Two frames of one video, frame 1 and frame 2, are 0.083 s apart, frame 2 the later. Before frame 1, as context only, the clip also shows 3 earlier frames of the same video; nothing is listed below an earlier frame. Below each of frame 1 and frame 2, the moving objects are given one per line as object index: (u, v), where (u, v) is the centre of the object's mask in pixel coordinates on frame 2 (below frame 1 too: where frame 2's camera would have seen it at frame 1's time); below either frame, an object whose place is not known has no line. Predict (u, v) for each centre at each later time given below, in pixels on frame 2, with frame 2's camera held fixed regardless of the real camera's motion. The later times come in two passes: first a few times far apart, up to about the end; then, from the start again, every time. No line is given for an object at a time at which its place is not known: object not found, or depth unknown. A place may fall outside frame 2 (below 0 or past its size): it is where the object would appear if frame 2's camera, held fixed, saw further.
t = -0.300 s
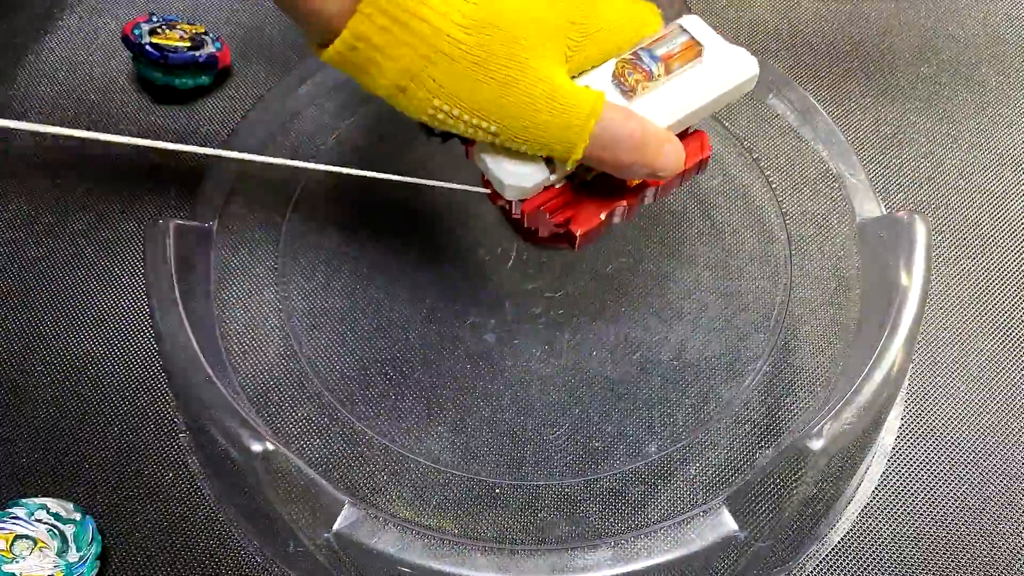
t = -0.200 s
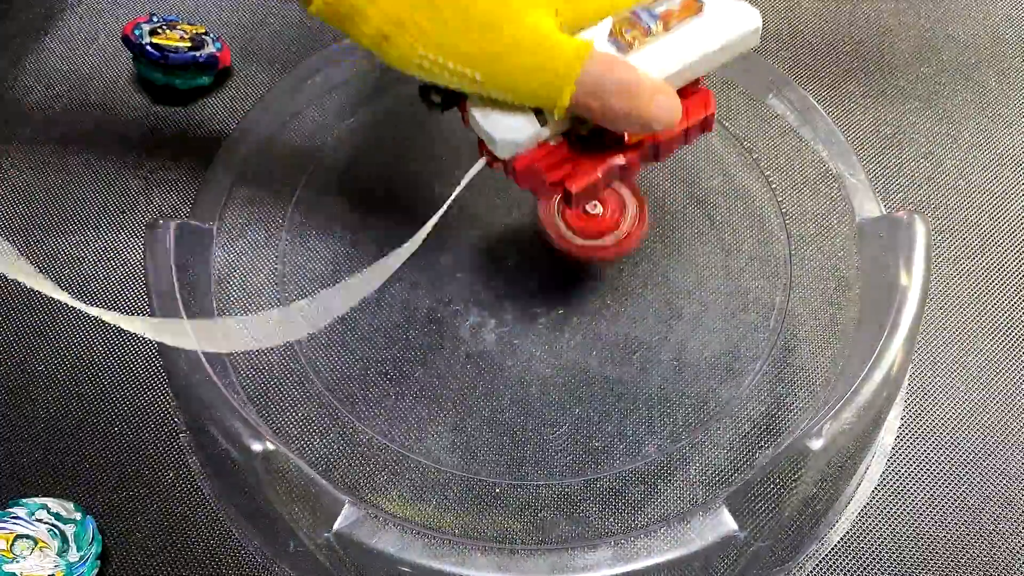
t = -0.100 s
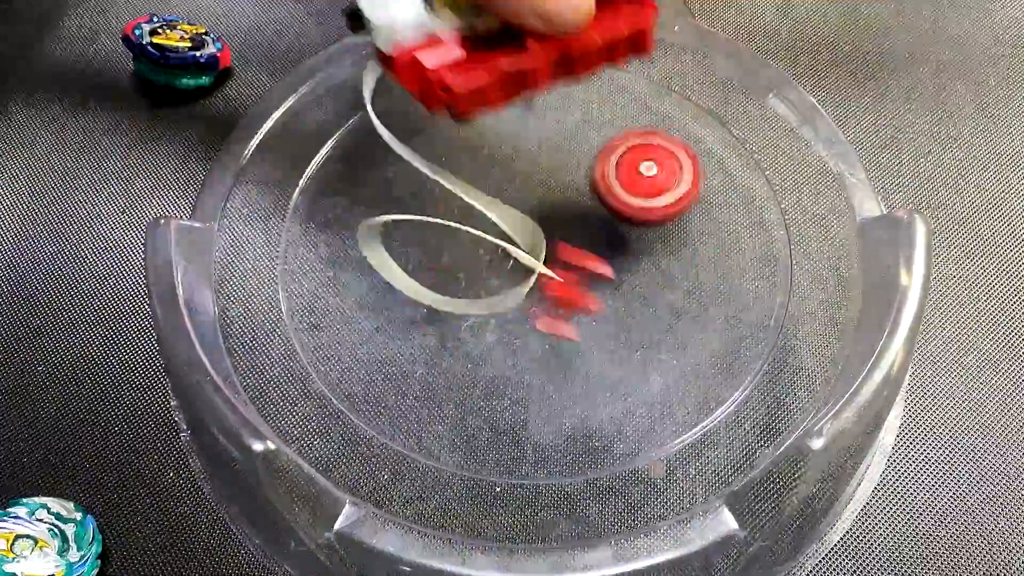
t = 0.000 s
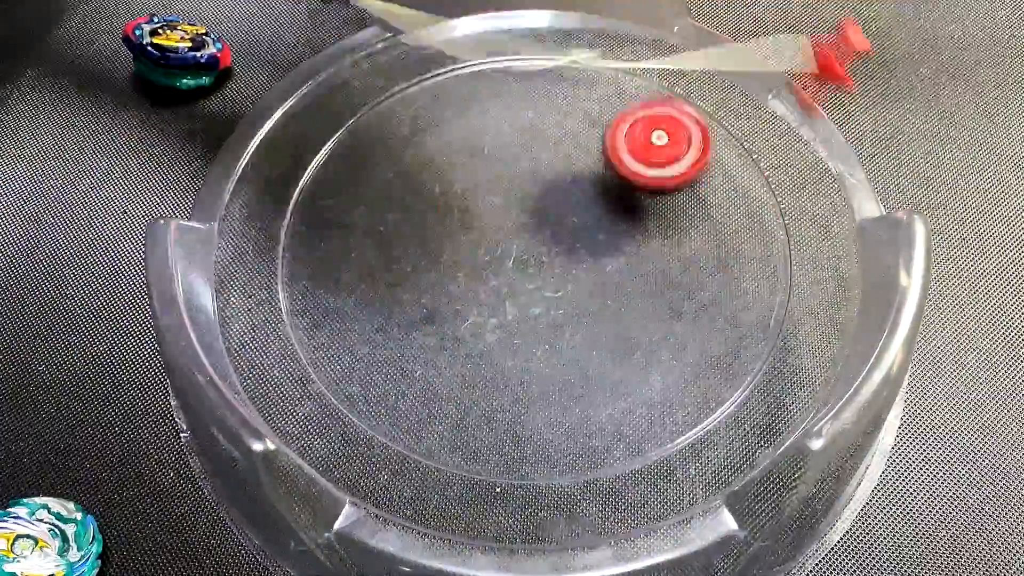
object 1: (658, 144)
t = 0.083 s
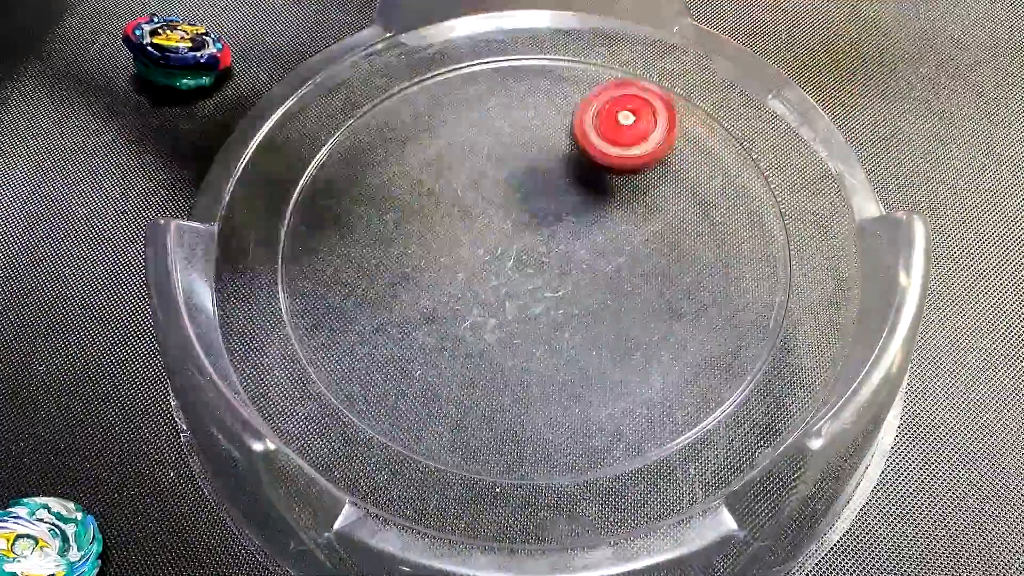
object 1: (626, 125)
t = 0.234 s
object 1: (539, 125)
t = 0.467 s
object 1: (498, 236)
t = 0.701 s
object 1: (625, 266)
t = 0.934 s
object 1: (632, 192)
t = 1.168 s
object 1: (524, 208)
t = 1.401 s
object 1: (524, 298)
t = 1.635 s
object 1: (587, 289)
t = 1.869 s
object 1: (557, 239)
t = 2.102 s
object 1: (489, 245)
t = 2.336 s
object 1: (483, 276)
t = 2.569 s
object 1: (513, 263)
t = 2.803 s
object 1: (513, 220)
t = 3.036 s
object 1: (492, 212)
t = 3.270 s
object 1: (500, 213)
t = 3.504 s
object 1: (520, 213)
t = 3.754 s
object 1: (532, 206)
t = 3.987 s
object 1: (546, 209)
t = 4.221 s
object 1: (557, 216)
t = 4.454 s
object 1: (566, 224)
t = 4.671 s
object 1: (567, 233)
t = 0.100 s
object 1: (618, 122)
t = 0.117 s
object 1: (607, 121)
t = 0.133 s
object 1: (598, 119)
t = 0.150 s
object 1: (588, 118)
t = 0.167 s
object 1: (576, 118)
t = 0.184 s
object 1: (567, 118)
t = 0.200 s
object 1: (558, 119)
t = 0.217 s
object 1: (547, 122)
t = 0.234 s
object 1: (539, 125)
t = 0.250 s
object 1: (530, 130)
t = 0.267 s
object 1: (521, 135)
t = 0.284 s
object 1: (515, 140)
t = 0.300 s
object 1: (508, 148)
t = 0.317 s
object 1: (502, 156)
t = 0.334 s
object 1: (497, 164)
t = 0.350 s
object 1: (493, 173)
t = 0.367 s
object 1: (490, 182)
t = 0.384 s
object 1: (489, 191)
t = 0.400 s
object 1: (489, 201)
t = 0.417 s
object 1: (489, 210)
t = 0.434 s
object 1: (491, 219)
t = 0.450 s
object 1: (494, 228)
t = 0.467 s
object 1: (498, 236)
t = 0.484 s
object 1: (504, 245)
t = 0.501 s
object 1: (512, 253)
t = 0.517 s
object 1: (520, 261)
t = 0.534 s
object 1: (529, 266)
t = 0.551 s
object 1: (538, 272)
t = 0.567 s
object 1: (548, 275)
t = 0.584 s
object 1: (558, 278)
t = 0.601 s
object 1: (568, 280)
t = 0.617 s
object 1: (579, 280)
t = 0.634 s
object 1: (589, 279)
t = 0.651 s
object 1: (599, 277)
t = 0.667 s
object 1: (608, 275)
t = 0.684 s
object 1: (617, 272)
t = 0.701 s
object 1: (625, 266)
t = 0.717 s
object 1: (633, 262)
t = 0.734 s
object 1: (640, 256)
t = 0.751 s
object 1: (645, 251)
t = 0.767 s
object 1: (648, 245)
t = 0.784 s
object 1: (651, 239)
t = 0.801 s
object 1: (652, 233)
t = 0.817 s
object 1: (653, 228)
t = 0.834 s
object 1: (653, 221)
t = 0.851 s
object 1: (651, 216)
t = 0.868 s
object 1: (649, 209)
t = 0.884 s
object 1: (646, 204)
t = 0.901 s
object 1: (641, 200)
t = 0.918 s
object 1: (637, 196)
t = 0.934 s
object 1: (632, 192)
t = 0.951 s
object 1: (626, 189)
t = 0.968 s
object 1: (618, 186)
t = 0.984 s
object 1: (610, 184)
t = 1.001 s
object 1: (603, 182)
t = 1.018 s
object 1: (595, 182)
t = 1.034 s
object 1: (585, 182)
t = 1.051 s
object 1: (577, 183)
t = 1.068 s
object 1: (569, 185)
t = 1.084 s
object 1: (561, 187)
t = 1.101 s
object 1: (552, 190)
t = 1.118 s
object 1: (543, 194)
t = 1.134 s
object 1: (537, 198)
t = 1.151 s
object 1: (529, 203)
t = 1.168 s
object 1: (524, 208)
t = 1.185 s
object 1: (518, 215)
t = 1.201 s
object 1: (513, 221)
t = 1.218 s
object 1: (509, 228)
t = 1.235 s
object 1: (507, 235)
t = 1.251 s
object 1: (505, 243)
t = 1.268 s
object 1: (504, 250)
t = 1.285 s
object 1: (504, 258)
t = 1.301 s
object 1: (505, 265)
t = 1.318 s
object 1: (506, 272)
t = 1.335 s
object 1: (508, 278)
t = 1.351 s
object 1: (511, 284)
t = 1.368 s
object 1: (515, 290)
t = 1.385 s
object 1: (520, 294)
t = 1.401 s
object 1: (524, 298)
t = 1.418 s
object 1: (529, 300)
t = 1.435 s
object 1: (535, 303)
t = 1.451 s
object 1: (541, 303)
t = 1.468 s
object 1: (546, 305)
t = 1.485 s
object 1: (552, 305)
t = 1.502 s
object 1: (558, 305)
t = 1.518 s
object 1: (563, 304)
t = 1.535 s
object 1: (569, 303)
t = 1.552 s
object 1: (573, 302)
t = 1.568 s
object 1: (577, 300)
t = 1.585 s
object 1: (580, 298)
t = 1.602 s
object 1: (583, 296)
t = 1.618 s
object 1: (585, 292)
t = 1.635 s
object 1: (587, 289)
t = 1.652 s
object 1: (588, 286)
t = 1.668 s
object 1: (589, 282)
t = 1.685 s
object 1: (589, 278)
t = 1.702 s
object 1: (589, 275)
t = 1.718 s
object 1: (587, 270)
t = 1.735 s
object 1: (586, 267)
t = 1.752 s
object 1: (584, 263)
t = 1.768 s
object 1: (581, 260)
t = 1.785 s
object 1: (579, 255)
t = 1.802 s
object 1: (576, 251)
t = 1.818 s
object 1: (572, 248)
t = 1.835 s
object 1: (567, 244)
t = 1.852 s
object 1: (562, 242)
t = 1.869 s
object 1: (557, 239)
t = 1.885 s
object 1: (551, 236)
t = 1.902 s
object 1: (545, 233)
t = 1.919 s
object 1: (539, 232)
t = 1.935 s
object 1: (534, 230)
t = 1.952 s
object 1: (529, 230)
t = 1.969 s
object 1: (524, 229)
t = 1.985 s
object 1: (518, 229)
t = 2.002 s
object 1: (514, 230)
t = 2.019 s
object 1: (509, 231)
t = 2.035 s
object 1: (504, 233)
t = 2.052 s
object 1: (499, 236)
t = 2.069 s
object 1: (495, 239)
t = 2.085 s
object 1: (492, 242)
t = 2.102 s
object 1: (489, 245)
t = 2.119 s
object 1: (485, 248)
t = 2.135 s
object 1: (482, 252)
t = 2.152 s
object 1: (480, 255)
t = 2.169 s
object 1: (478, 258)
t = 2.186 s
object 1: (476, 261)
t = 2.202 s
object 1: (476, 264)
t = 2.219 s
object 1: (476, 267)
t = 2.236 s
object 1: (476, 269)
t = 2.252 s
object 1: (476, 271)
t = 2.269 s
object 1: (477, 273)
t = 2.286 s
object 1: (478, 274)
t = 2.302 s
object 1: (479, 275)
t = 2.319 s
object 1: (482, 276)
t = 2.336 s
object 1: (483, 276)
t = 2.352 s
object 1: (485, 277)
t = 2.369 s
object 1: (487, 277)
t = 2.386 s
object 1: (489, 277)
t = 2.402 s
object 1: (491, 277)
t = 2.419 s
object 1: (493, 277)
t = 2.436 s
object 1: (496, 276)
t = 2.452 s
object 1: (498, 275)
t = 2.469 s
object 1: (501, 274)
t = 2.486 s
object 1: (503, 273)
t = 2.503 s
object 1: (505, 271)
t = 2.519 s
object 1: (507, 270)
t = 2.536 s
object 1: (509, 268)
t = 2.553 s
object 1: (511, 265)
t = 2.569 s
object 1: (513, 263)
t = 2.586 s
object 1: (515, 260)
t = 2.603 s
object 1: (517, 257)
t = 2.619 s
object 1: (518, 254)
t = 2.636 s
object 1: (518, 251)
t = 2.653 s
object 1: (519, 248)
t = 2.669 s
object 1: (520, 244)
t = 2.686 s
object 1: (520, 241)
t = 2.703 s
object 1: (520, 237)
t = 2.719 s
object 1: (520, 234)
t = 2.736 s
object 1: (519, 231)
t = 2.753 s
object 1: (517, 228)
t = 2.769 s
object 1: (516, 225)
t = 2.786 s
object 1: (515, 223)
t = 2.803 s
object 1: (513, 220)
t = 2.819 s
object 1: (511, 219)
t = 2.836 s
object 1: (510, 218)
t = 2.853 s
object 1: (507, 216)
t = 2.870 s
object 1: (506, 216)
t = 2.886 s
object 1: (503, 215)
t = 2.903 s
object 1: (501, 214)
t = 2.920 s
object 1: (499, 213)
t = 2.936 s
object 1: (497, 214)
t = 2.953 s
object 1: (496, 213)
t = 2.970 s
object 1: (494, 213)
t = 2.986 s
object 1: (493, 212)
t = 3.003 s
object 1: (493, 213)
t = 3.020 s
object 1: (492, 212)
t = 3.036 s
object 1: (492, 212)
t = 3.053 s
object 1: (492, 212)
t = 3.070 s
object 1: (492, 212)
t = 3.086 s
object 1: (492, 212)
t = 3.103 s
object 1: (492, 212)
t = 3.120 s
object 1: (492, 212)
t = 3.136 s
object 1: (492, 213)
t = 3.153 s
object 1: (493, 212)
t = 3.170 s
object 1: (494, 212)
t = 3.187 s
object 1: (494, 212)
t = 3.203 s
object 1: (495, 213)
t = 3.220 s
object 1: (496, 213)
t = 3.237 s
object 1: (497, 213)
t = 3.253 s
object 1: (498, 213)
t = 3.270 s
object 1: (500, 213)
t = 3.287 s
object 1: (501, 213)
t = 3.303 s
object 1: (502, 213)
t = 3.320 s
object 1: (504, 213)
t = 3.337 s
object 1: (506, 213)
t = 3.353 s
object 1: (507, 213)
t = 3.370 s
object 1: (509, 213)
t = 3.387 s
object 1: (510, 213)
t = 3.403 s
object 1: (512, 214)
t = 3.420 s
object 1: (513, 213)
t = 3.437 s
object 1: (514, 213)
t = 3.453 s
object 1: (516, 213)
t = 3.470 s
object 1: (518, 213)
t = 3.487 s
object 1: (519, 213)
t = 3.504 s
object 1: (520, 213)
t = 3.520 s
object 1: (522, 213)
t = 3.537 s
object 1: (523, 213)
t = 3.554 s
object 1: (523, 213)
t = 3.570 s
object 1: (524, 212)
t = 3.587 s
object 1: (525, 212)
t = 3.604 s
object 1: (525, 212)
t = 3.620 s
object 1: (526, 211)
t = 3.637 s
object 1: (526, 211)
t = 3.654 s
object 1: (527, 211)
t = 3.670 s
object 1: (528, 210)
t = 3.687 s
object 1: (528, 209)
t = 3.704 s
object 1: (529, 208)
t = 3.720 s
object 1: (530, 207)
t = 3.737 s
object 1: (531, 207)
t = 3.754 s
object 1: (532, 206)
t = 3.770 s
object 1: (533, 205)
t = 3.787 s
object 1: (534, 205)
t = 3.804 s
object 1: (535, 204)
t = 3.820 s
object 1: (536, 204)
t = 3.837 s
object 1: (537, 204)
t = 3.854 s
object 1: (538, 204)
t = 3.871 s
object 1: (539, 205)
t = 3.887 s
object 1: (540, 206)
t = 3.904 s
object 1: (541, 206)
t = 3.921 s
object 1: (542, 207)
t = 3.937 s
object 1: (543, 207)
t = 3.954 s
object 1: (544, 208)
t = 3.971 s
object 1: (545, 209)
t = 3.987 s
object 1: (546, 209)
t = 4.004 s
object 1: (547, 210)
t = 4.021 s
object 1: (547, 210)
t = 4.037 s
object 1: (548, 211)
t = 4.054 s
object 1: (549, 211)
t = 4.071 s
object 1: (550, 212)
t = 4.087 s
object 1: (551, 213)
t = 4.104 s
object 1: (552, 213)
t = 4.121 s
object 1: (552, 214)
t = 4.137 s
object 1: (553, 214)
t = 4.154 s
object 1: (554, 214)
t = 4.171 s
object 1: (555, 215)
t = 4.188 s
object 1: (556, 215)
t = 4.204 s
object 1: (556, 215)
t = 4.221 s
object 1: (557, 216)
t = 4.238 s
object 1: (557, 216)
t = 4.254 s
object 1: (558, 217)
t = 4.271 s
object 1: (559, 217)
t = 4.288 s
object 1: (559, 218)
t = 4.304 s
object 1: (561, 219)
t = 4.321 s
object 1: (561, 220)
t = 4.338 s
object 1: (562, 220)
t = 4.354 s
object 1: (562, 221)
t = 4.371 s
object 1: (562, 221)
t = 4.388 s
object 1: (563, 222)
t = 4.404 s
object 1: (564, 222)
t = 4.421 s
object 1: (565, 223)
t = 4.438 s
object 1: (566, 223)
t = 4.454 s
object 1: (566, 224)
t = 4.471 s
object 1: (567, 224)
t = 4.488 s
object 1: (567, 224)
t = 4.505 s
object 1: (567, 225)
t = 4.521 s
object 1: (567, 226)
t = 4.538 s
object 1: (567, 226)
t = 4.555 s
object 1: (567, 227)
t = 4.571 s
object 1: (567, 228)
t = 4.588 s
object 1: (567, 228)
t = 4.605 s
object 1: (567, 229)
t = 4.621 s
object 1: (567, 230)
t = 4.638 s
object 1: (567, 231)
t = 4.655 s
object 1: (567, 232)
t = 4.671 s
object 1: (567, 233)
